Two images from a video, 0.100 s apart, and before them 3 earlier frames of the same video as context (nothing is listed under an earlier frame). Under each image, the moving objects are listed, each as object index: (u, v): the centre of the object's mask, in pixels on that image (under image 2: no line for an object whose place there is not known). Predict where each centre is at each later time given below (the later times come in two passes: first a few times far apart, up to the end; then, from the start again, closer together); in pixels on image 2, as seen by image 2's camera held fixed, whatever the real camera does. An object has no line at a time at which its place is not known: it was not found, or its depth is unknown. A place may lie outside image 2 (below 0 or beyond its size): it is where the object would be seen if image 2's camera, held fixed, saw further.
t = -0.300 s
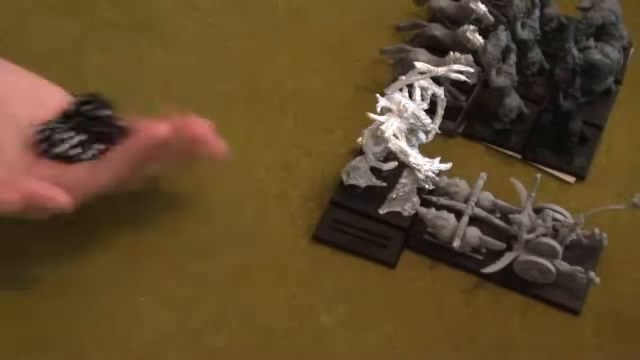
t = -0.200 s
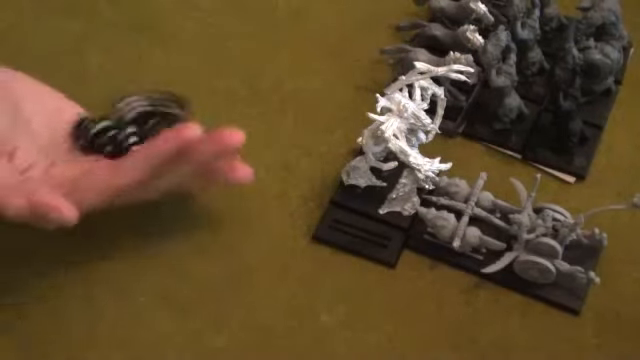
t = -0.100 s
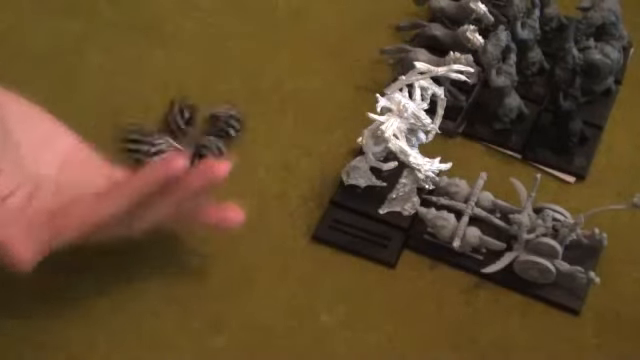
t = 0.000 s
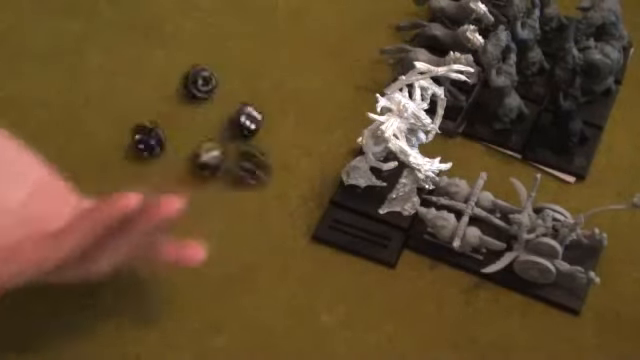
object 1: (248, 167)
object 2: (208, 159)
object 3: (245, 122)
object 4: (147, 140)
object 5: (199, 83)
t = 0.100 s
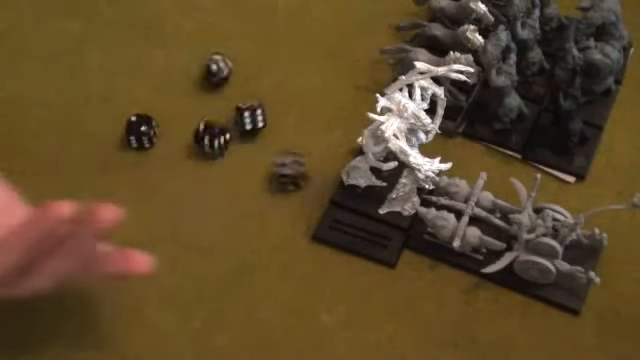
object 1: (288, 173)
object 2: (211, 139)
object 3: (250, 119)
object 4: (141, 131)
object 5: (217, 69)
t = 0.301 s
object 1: (322, 177)
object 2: (215, 129)
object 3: (261, 130)
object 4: (140, 130)
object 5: (237, 66)
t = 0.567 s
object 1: (322, 177)
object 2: (214, 129)
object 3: (261, 130)
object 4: (140, 130)
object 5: (234, 68)
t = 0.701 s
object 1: (322, 177)
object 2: (215, 129)
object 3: (261, 130)
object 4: (140, 130)
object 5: (234, 68)
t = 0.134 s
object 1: (301, 175)
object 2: (213, 132)
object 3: (249, 121)
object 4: (140, 130)
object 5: (222, 68)
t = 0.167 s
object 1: (313, 178)
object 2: (216, 128)
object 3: (249, 124)
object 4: (140, 130)
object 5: (227, 68)
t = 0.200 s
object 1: (320, 178)
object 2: (215, 129)
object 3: (255, 127)
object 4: (140, 130)
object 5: (232, 67)
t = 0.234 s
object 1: (322, 177)
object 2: (214, 128)
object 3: (258, 129)
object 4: (140, 130)
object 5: (235, 66)
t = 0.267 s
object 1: (322, 177)
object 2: (215, 129)
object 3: (261, 130)
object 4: (140, 130)
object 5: (237, 66)
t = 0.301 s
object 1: (322, 177)
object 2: (215, 129)
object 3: (261, 130)
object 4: (140, 130)
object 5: (237, 66)
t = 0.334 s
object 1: (322, 177)
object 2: (215, 129)
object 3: (261, 130)
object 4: (140, 130)
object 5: (235, 67)
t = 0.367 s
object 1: (322, 177)
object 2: (215, 129)
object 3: (261, 130)
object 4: (140, 130)
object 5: (234, 67)
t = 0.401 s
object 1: (322, 177)
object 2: (215, 129)
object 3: (261, 130)
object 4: (141, 130)
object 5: (234, 68)
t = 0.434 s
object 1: (322, 177)
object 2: (215, 129)
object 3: (261, 130)
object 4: (140, 130)
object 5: (234, 68)
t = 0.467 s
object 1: (322, 177)
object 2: (215, 129)
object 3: (261, 130)
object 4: (141, 130)
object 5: (234, 68)
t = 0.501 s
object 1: (322, 177)
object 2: (215, 129)
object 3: (261, 130)
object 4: (141, 130)
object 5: (234, 67)
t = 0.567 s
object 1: (322, 177)
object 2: (214, 129)
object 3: (261, 130)
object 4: (140, 130)
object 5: (234, 68)
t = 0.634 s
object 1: (322, 177)
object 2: (215, 129)
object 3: (261, 130)
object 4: (140, 130)
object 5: (234, 68)
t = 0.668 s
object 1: (322, 177)
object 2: (215, 129)
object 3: (261, 130)
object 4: (140, 130)
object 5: (234, 68)
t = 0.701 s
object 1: (322, 177)
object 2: (215, 129)
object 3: (261, 130)
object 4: (140, 130)
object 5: (234, 68)
